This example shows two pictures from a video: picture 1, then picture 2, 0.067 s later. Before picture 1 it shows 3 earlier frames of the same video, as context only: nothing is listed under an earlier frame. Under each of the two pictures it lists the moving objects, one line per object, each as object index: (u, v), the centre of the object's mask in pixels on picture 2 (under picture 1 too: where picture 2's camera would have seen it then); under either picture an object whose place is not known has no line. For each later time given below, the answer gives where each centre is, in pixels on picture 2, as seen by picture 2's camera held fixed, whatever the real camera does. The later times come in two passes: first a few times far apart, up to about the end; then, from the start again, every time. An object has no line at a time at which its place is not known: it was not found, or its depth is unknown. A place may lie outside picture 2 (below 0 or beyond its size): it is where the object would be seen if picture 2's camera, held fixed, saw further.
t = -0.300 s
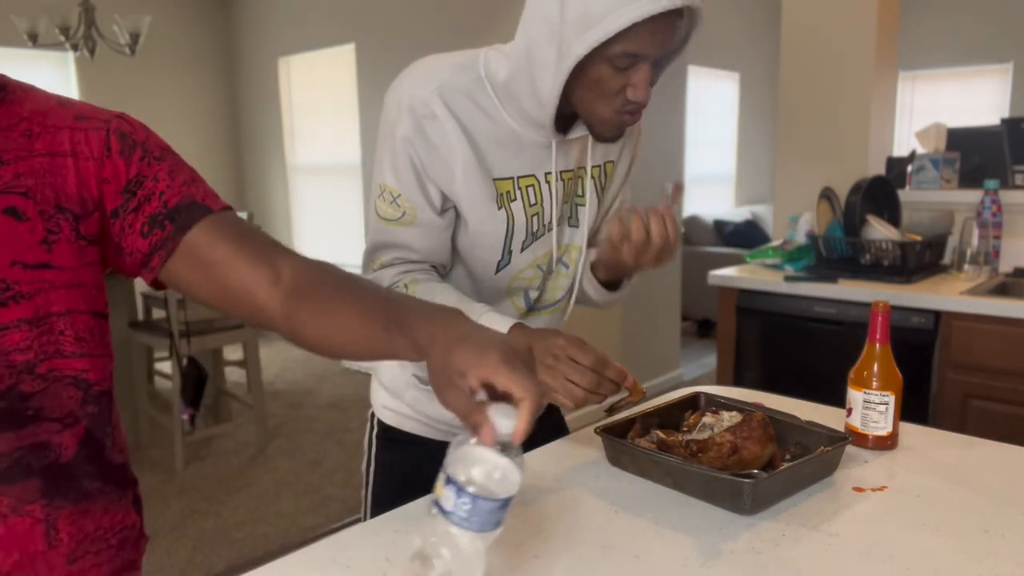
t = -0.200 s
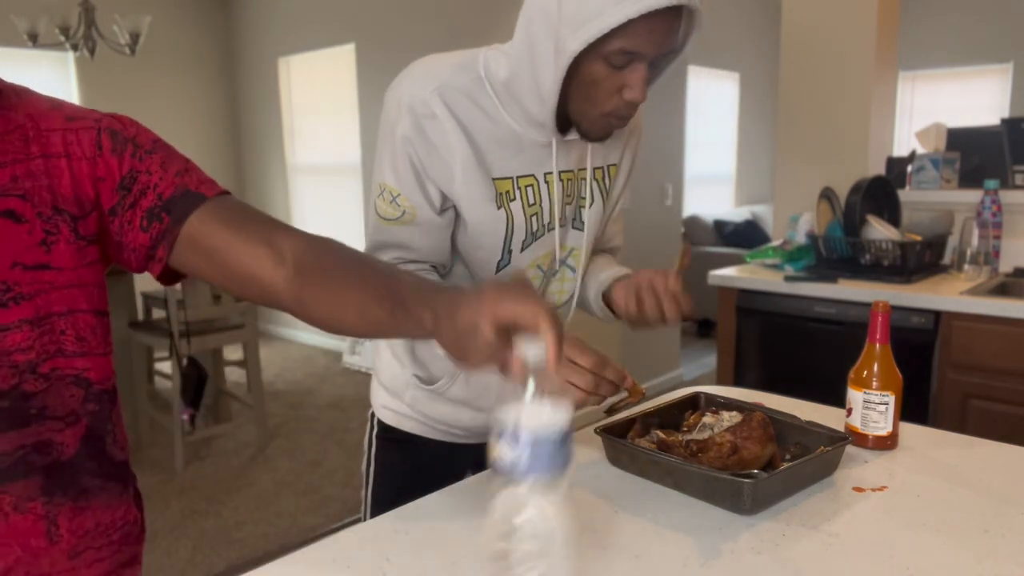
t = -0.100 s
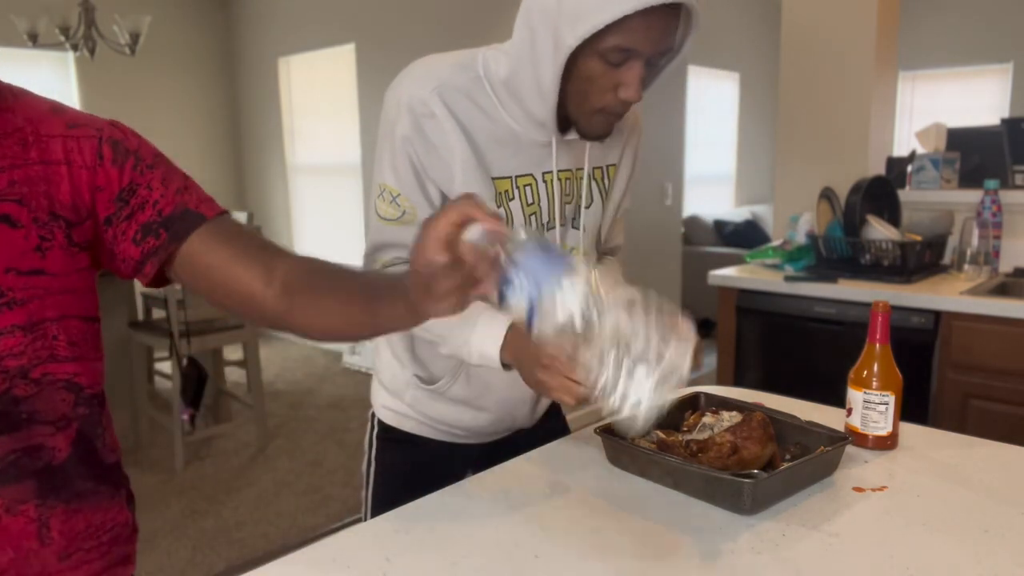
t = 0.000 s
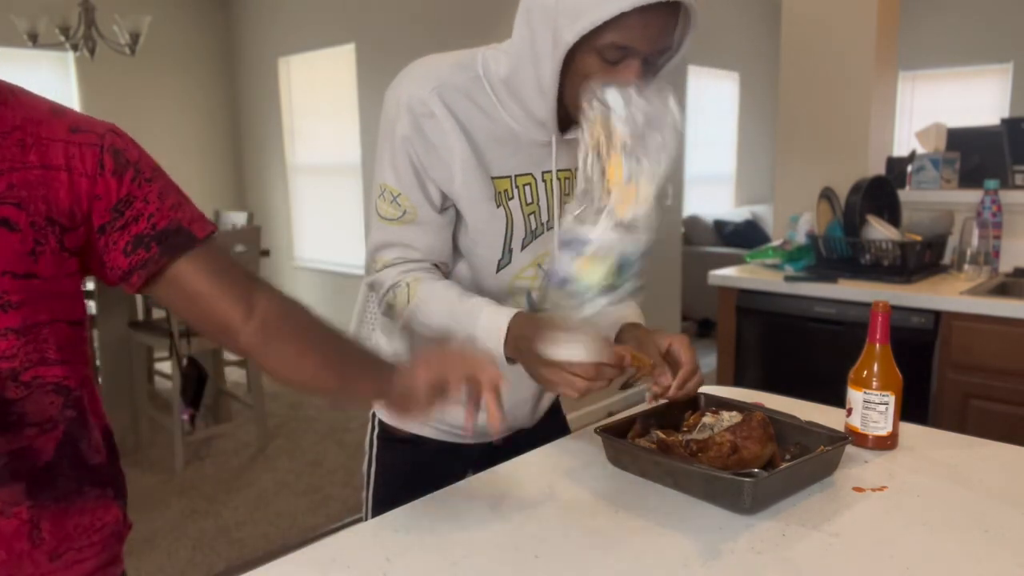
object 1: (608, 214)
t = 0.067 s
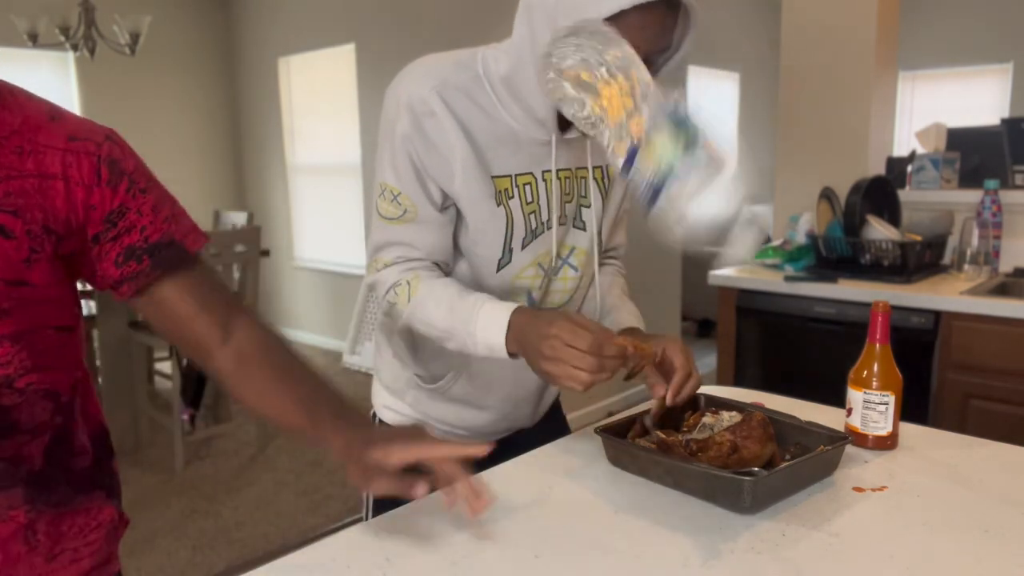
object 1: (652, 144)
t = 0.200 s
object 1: (630, 150)
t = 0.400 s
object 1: (594, 518)
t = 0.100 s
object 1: (660, 105)
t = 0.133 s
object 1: (655, 98)
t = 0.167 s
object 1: (646, 113)
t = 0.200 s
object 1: (630, 150)
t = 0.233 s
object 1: (616, 206)
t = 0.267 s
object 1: (607, 267)
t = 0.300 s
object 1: (600, 339)
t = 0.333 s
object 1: (589, 418)
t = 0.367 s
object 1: (591, 495)
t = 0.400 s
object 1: (594, 518)
